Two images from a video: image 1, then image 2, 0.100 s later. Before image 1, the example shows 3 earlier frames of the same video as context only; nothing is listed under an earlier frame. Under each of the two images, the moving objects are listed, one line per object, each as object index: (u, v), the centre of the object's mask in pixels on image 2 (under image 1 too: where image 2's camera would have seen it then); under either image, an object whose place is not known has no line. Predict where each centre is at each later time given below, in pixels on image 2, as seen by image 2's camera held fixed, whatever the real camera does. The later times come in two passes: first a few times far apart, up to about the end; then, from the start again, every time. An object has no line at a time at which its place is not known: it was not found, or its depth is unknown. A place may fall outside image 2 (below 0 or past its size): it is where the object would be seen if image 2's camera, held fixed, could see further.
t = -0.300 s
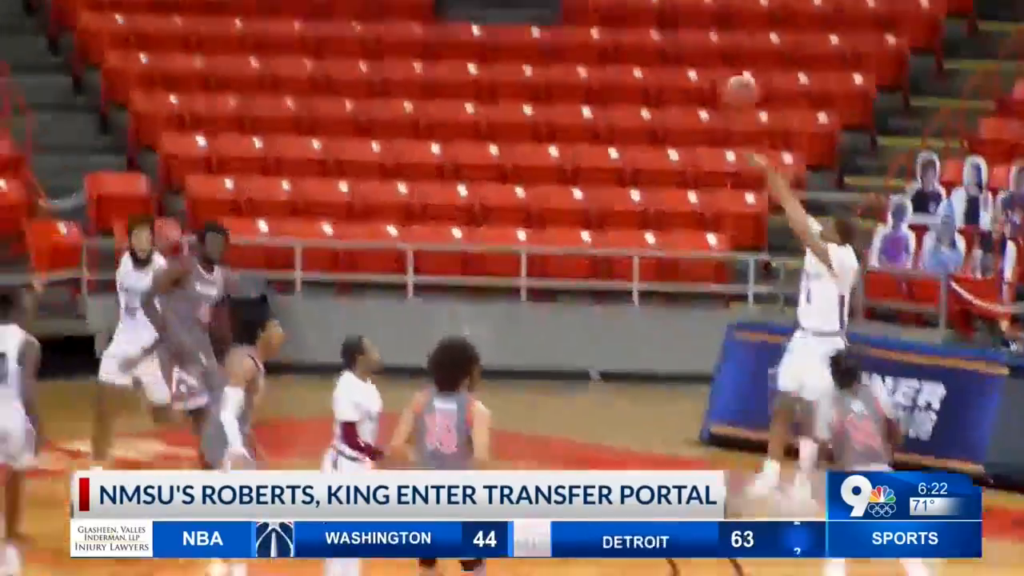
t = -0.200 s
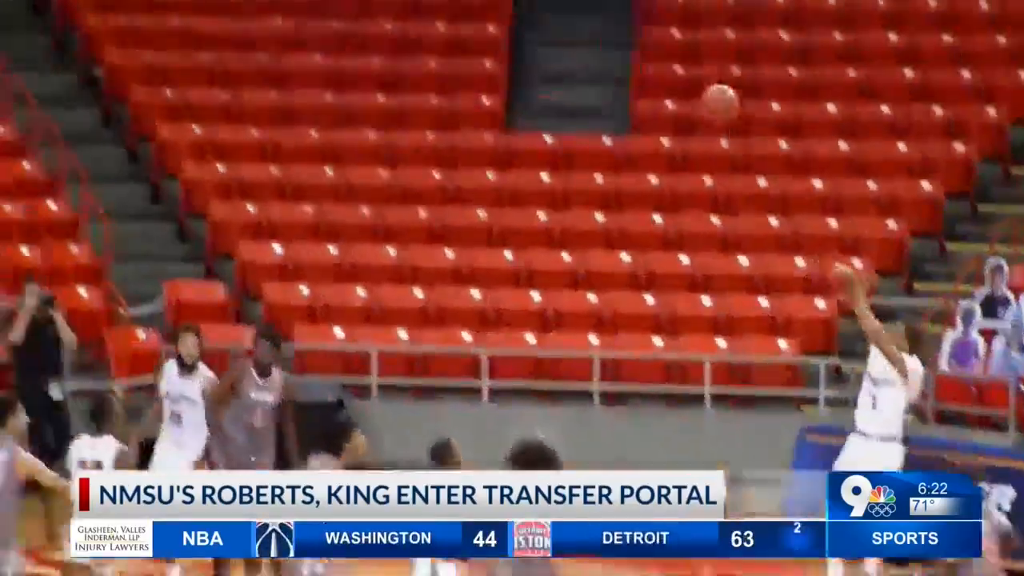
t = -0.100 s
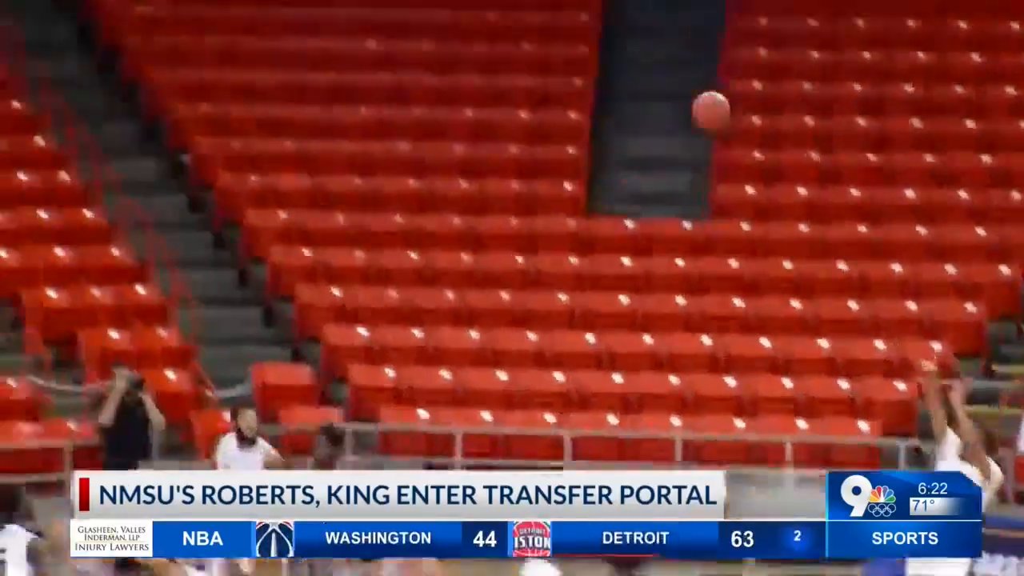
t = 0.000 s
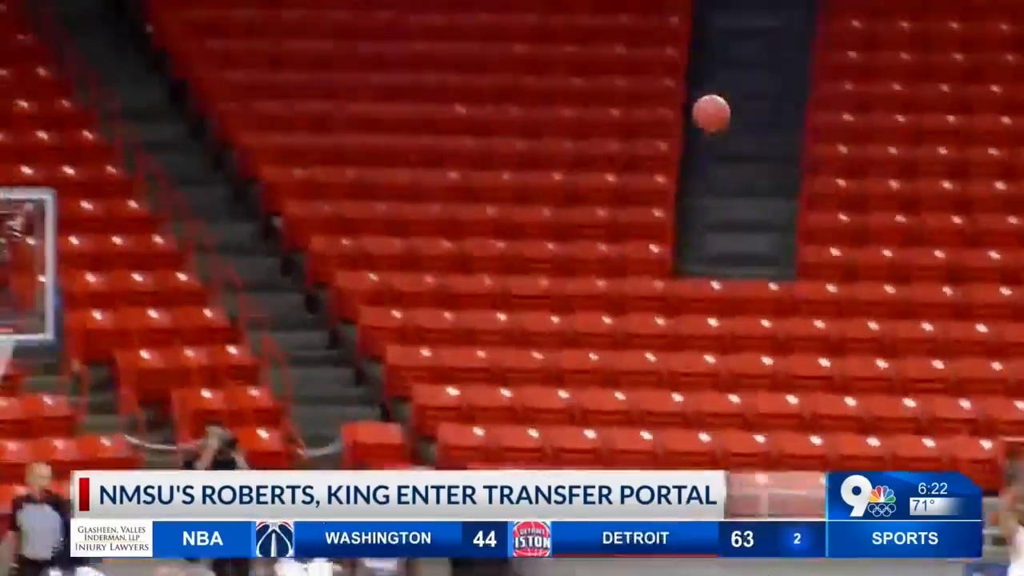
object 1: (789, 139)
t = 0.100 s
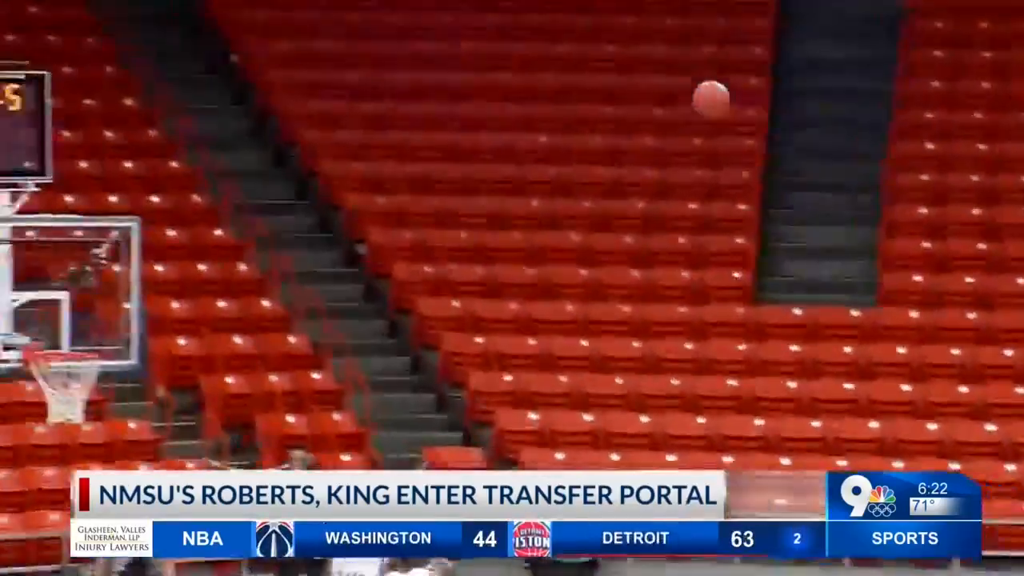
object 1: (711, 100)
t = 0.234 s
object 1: (607, 69)
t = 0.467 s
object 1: (429, 77)
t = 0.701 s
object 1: (259, 161)
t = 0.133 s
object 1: (686, 90)
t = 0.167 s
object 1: (660, 81)
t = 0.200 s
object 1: (633, 74)
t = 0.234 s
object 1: (607, 69)
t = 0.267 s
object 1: (581, 65)
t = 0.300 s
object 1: (556, 63)
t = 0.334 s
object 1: (530, 63)
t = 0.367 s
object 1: (505, 64)
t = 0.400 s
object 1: (480, 66)
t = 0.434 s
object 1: (454, 70)
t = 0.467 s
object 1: (429, 77)
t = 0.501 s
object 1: (405, 84)
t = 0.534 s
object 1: (380, 93)
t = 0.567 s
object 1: (356, 103)
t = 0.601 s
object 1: (332, 115)
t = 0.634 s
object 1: (307, 128)
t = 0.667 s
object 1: (283, 143)
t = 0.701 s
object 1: (259, 161)
